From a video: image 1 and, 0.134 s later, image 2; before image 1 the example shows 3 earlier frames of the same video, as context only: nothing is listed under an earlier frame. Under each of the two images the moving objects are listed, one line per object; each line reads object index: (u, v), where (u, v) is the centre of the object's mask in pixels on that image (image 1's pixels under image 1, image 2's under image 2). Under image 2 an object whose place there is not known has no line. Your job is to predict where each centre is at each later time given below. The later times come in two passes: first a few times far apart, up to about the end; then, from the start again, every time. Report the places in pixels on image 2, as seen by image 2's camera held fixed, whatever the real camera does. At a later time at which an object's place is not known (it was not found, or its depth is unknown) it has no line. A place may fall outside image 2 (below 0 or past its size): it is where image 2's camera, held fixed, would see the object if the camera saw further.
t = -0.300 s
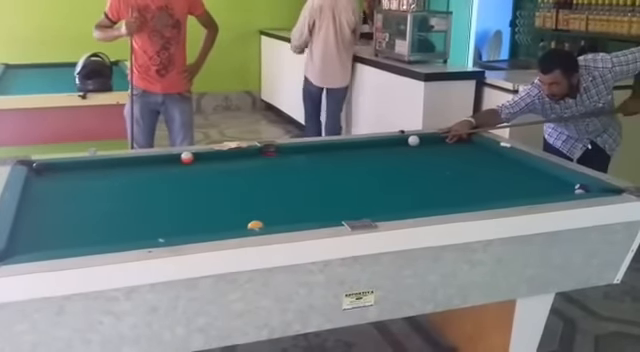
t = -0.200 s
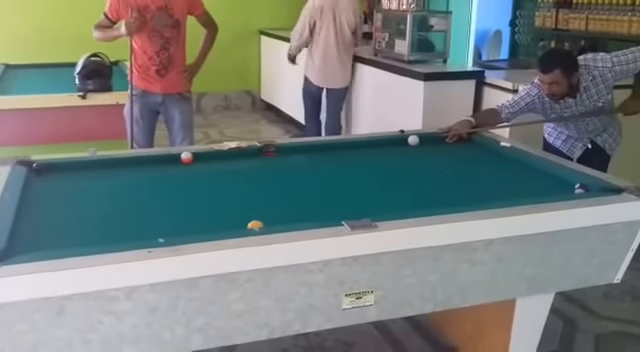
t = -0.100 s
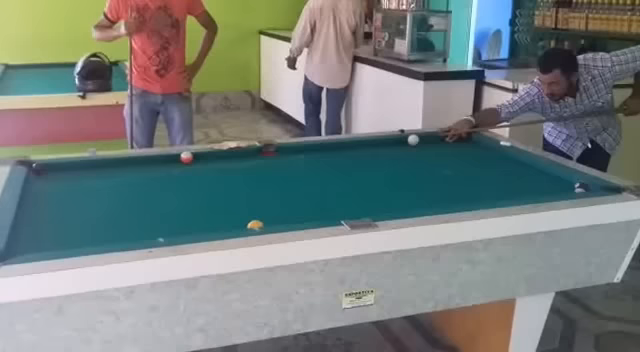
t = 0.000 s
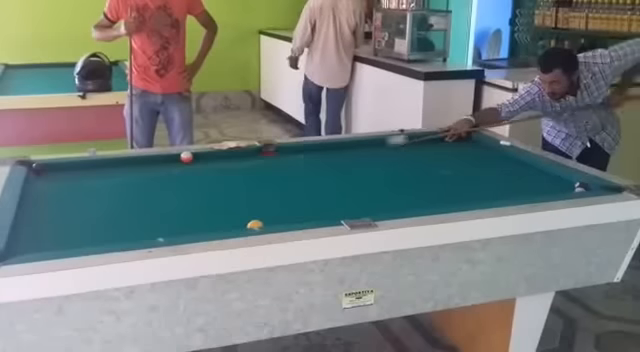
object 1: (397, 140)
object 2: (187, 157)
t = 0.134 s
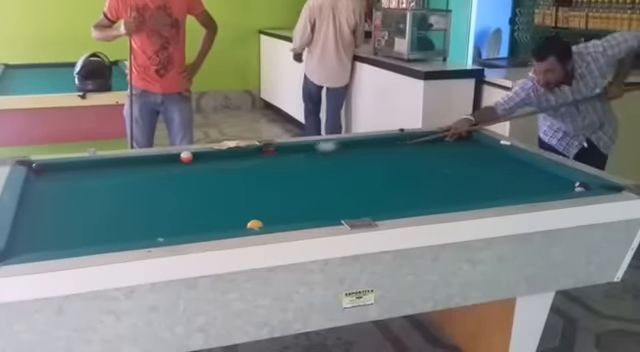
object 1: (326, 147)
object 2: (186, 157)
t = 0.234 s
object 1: (278, 150)
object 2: (186, 157)
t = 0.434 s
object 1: (187, 159)
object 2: (182, 155)
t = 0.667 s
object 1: (99, 180)
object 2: (168, 166)
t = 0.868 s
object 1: (43, 196)
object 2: (155, 174)
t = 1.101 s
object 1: (126, 205)
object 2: (138, 183)
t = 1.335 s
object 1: (209, 213)
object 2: (121, 194)
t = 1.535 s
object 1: (282, 219)
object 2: (106, 202)
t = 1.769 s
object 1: (338, 209)
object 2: (89, 213)
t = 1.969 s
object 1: (371, 197)
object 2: (72, 222)
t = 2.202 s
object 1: (406, 185)
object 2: (54, 232)
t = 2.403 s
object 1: (432, 176)
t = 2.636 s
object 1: (460, 166)
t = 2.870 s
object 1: (484, 158)
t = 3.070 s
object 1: (502, 152)
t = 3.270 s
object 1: (477, 150)
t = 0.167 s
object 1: (310, 147)
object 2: (186, 157)
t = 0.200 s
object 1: (294, 149)
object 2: (186, 157)
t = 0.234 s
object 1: (278, 150)
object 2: (186, 157)
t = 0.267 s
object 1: (264, 151)
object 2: (186, 157)
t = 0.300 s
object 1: (247, 153)
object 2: (186, 157)
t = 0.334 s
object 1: (232, 154)
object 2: (186, 157)
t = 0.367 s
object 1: (215, 156)
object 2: (186, 157)
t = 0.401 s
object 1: (200, 157)
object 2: (186, 157)
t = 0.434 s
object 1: (187, 159)
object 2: (182, 155)
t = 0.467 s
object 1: (175, 164)
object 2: (182, 156)
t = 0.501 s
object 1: (165, 165)
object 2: (180, 159)
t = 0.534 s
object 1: (152, 168)
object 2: (177, 161)
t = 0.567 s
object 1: (140, 171)
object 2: (175, 162)
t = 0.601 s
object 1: (127, 174)
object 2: (173, 163)
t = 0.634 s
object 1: (113, 177)
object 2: (171, 165)
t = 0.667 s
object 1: (99, 180)
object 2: (168, 166)
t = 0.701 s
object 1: (84, 183)
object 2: (166, 168)
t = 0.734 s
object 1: (69, 187)
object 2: (164, 169)
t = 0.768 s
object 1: (53, 190)
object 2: (161, 170)
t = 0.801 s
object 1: (38, 193)
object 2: (159, 171)
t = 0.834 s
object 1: (31, 195)
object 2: (157, 172)
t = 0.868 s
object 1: (43, 196)
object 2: (155, 174)
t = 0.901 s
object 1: (56, 198)
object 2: (152, 176)
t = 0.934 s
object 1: (68, 199)
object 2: (150, 177)
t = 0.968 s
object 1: (80, 200)
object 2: (148, 178)
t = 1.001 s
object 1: (91, 201)
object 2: (145, 179)
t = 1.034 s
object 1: (102, 203)
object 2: (143, 181)
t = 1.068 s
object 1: (114, 204)
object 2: (141, 182)
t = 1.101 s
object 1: (126, 205)
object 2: (138, 183)
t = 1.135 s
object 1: (137, 206)
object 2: (136, 185)
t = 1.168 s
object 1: (149, 207)
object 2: (134, 186)
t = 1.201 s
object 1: (161, 208)
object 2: (131, 188)
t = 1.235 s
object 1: (172, 210)
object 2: (128, 189)
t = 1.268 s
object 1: (185, 211)
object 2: (126, 190)
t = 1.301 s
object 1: (197, 212)
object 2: (124, 192)
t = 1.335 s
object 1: (209, 213)
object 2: (121, 194)
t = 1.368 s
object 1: (221, 214)
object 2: (118, 195)
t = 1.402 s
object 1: (233, 215)
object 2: (116, 196)
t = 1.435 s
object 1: (243, 216)
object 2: (114, 198)
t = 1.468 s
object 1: (257, 216)
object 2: (111, 199)
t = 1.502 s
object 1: (270, 217)
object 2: (109, 201)
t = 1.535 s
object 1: (282, 219)
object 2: (106, 202)
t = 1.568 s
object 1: (293, 219)
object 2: (104, 204)
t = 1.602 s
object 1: (305, 218)
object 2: (101, 205)
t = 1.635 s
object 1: (311, 217)
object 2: (99, 207)
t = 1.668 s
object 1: (318, 215)
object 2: (96, 209)
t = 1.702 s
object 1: (325, 213)
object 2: (94, 210)
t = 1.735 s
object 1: (331, 211)
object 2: (91, 211)
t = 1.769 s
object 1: (338, 209)
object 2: (89, 213)
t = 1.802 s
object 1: (344, 207)
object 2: (86, 214)
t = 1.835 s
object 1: (349, 205)
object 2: (83, 216)
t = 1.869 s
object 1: (356, 203)
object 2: (80, 218)
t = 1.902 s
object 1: (361, 201)
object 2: (78, 219)
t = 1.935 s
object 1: (366, 199)
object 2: (75, 220)
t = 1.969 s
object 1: (371, 197)
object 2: (72, 222)
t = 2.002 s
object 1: (377, 195)
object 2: (70, 224)
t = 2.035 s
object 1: (382, 194)
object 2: (67, 225)
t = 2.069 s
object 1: (387, 192)
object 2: (64, 227)
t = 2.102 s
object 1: (392, 190)
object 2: (62, 229)
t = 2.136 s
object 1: (397, 188)
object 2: (59, 230)
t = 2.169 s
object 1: (401, 187)
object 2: (56, 231)
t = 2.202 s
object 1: (406, 185)
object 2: (54, 232)
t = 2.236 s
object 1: (411, 183)
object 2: (51, 234)
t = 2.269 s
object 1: (415, 182)
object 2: (48, 236)
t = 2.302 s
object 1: (420, 180)
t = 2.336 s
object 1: (424, 179)
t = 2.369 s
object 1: (428, 177)
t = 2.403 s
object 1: (432, 176)
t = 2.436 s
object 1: (436, 174)
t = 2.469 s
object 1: (441, 173)
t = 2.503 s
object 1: (445, 171)
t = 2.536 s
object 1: (448, 170)
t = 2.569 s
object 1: (452, 169)
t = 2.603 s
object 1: (456, 167)
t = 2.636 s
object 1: (460, 166)
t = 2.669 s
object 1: (463, 165)
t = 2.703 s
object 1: (467, 164)
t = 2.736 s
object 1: (470, 162)
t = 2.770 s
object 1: (474, 161)
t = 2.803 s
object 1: (477, 160)
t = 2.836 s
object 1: (480, 159)
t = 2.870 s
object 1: (484, 158)
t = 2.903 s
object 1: (487, 157)
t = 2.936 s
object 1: (490, 156)
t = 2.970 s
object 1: (493, 155)
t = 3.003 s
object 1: (496, 154)
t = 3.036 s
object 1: (499, 153)
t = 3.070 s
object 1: (502, 152)
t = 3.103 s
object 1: (501, 151)
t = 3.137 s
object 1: (496, 151)
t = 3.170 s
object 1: (491, 151)
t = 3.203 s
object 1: (486, 150)
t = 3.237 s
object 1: (481, 150)
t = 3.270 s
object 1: (477, 150)
